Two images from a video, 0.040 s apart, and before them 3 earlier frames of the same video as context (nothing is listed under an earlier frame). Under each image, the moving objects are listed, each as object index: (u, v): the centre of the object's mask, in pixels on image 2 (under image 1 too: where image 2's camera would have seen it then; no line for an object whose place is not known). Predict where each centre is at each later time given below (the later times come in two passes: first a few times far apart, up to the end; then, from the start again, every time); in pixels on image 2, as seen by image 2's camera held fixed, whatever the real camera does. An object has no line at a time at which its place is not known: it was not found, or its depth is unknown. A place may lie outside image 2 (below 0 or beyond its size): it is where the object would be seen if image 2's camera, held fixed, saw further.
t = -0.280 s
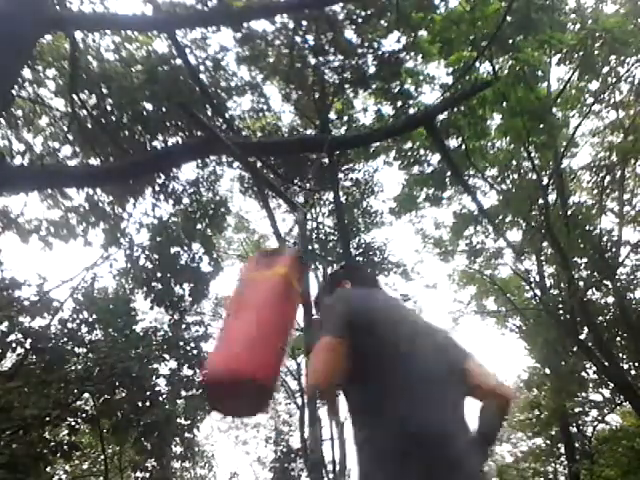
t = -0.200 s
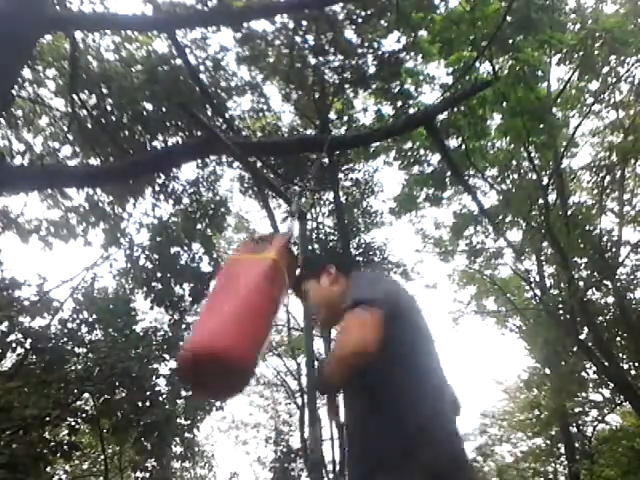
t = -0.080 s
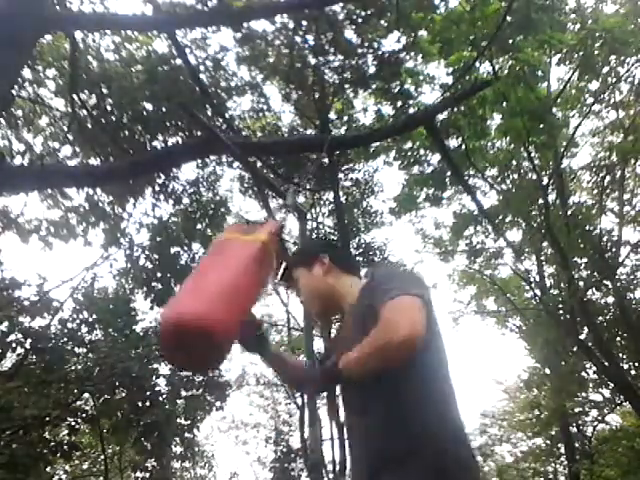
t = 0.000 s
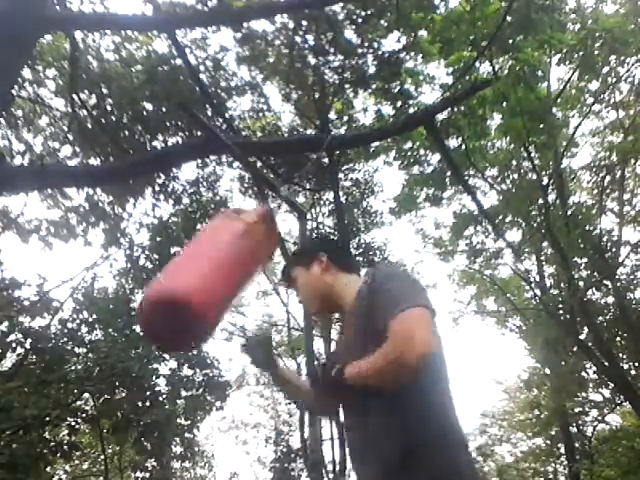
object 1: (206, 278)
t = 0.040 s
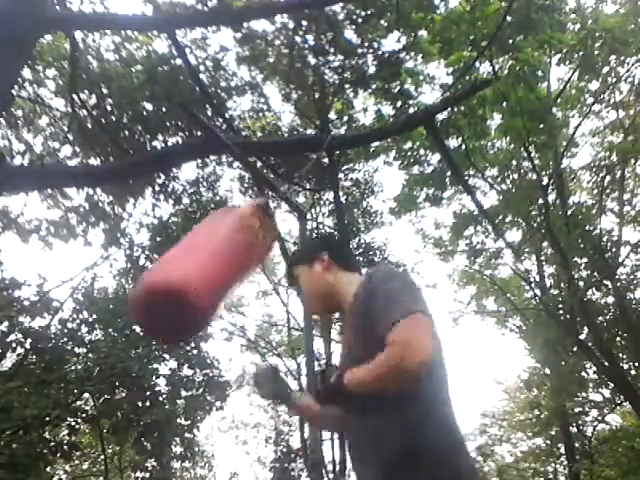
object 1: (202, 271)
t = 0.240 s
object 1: (202, 263)
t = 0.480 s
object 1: (248, 312)
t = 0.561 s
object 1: (273, 334)
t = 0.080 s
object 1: (200, 267)
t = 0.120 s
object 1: (198, 263)
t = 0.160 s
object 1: (199, 261)
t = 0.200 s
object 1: (199, 261)
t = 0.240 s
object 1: (202, 263)
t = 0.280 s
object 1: (206, 267)
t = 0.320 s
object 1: (212, 273)
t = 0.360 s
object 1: (218, 282)
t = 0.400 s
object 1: (226, 291)
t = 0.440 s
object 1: (236, 302)
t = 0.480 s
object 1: (248, 312)
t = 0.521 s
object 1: (260, 323)
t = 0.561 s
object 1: (273, 334)
